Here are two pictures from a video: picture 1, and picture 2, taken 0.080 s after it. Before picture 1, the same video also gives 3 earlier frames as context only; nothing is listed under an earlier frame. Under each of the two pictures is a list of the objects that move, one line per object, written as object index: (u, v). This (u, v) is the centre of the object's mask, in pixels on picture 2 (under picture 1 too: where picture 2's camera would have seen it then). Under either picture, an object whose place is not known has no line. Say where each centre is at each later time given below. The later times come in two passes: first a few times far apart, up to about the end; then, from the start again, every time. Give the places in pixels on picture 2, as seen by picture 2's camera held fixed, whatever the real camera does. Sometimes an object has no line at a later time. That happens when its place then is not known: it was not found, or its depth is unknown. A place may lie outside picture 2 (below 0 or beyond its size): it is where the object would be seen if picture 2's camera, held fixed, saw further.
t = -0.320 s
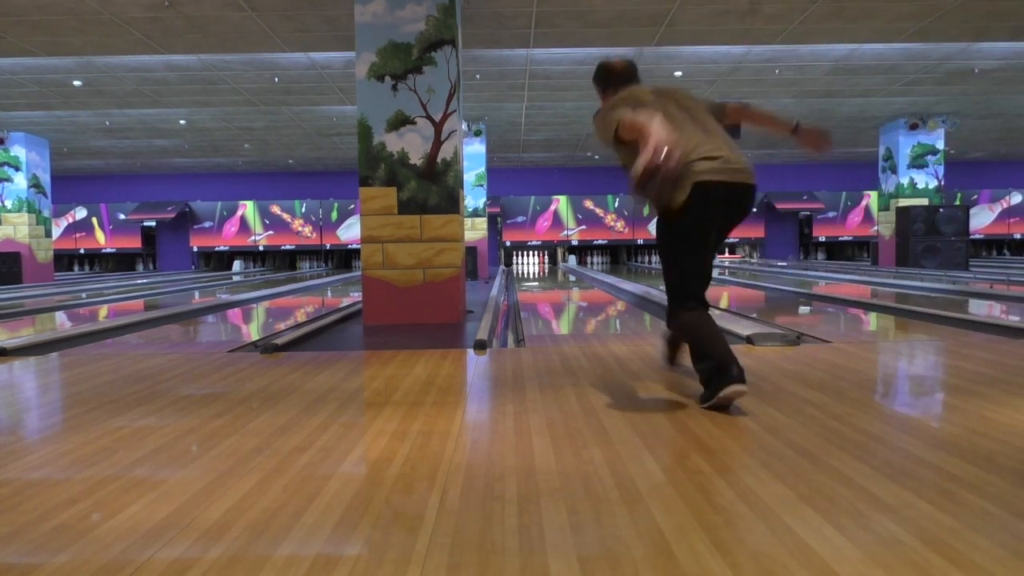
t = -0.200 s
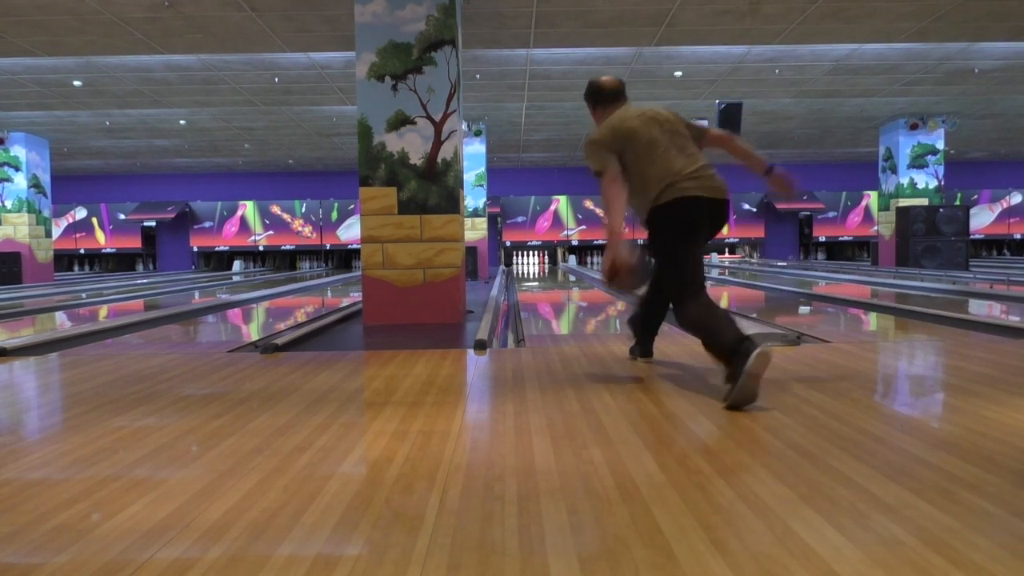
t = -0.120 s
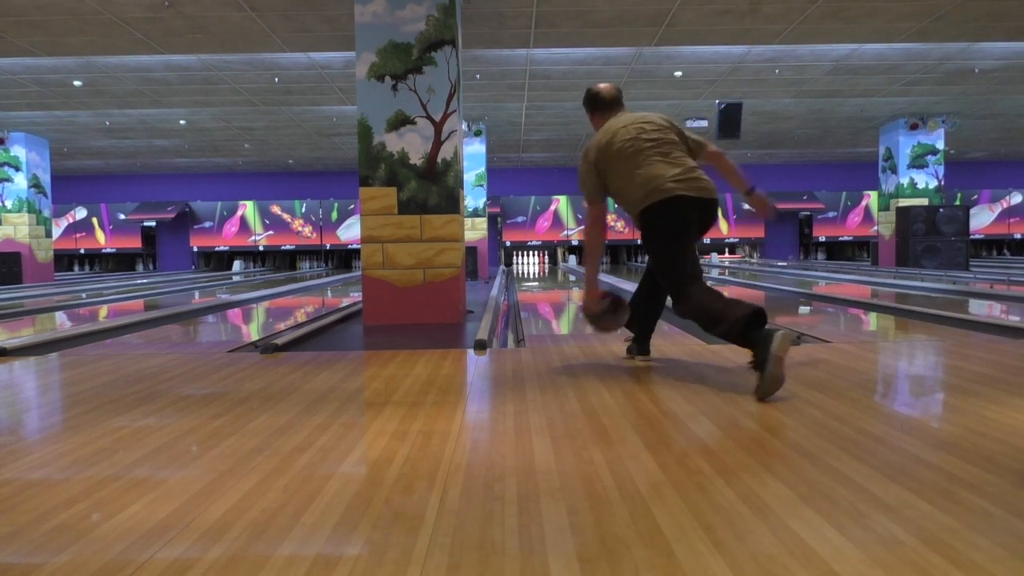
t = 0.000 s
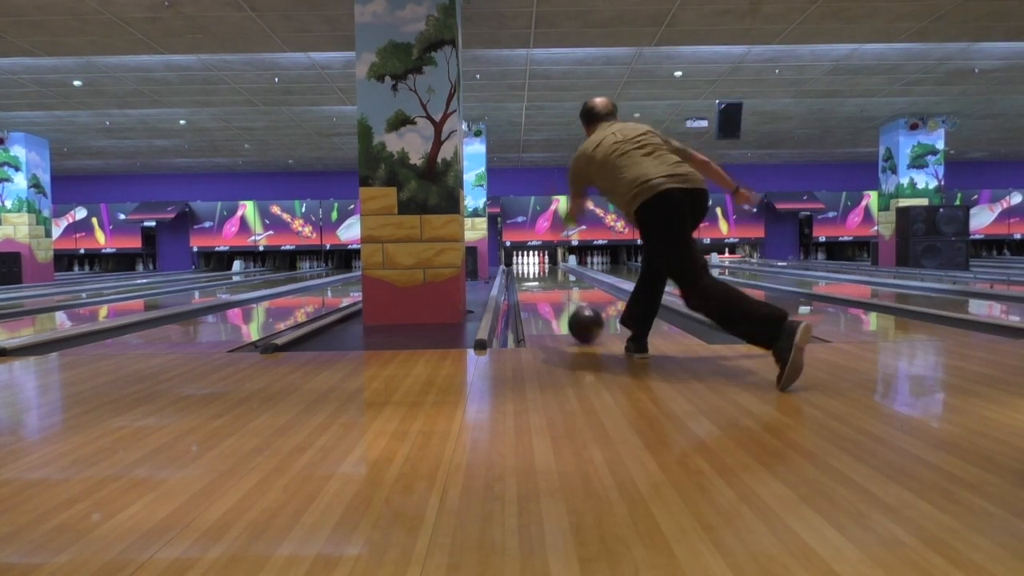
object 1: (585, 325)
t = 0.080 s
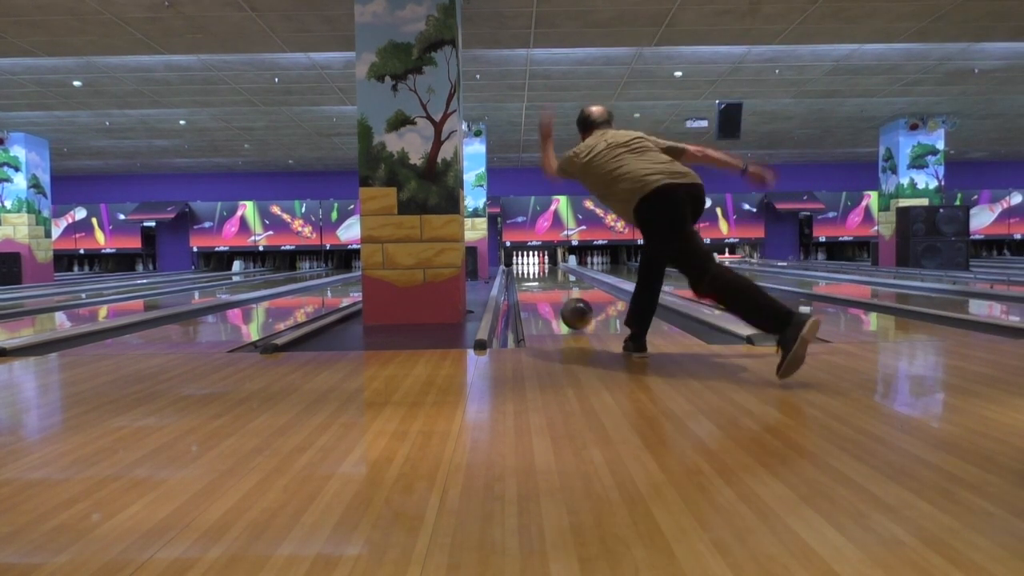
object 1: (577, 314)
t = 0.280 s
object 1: (561, 301)
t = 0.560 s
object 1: (548, 289)
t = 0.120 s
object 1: (573, 312)
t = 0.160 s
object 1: (570, 309)
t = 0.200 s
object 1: (566, 307)
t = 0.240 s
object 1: (564, 303)
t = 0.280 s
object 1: (561, 301)
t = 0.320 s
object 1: (559, 299)
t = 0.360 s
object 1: (557, 297)
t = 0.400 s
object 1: (554, 295)
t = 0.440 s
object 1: (552, 293)
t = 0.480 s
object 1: (551, 291)
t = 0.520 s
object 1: (550, 290)
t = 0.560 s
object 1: (548, 289)
